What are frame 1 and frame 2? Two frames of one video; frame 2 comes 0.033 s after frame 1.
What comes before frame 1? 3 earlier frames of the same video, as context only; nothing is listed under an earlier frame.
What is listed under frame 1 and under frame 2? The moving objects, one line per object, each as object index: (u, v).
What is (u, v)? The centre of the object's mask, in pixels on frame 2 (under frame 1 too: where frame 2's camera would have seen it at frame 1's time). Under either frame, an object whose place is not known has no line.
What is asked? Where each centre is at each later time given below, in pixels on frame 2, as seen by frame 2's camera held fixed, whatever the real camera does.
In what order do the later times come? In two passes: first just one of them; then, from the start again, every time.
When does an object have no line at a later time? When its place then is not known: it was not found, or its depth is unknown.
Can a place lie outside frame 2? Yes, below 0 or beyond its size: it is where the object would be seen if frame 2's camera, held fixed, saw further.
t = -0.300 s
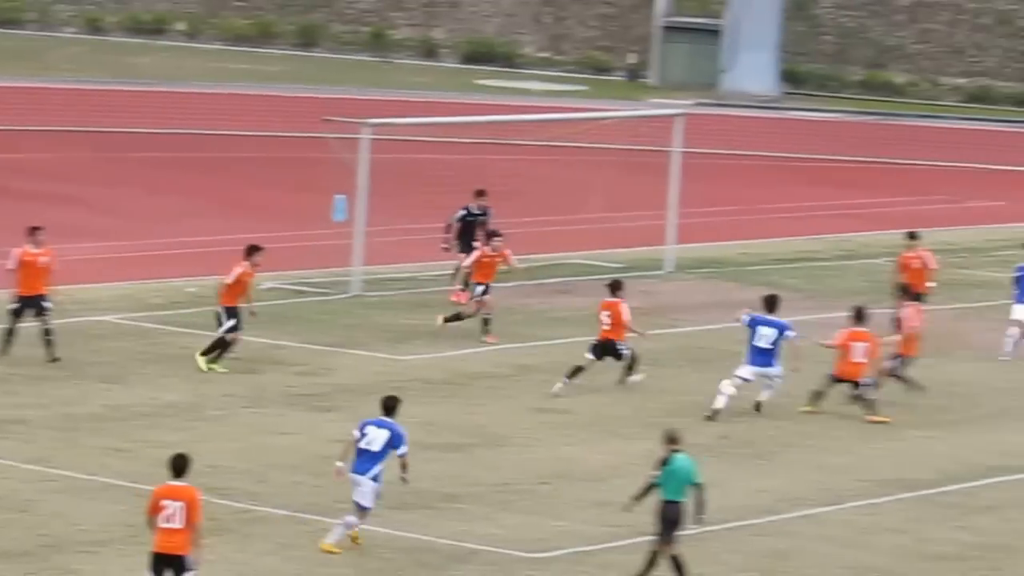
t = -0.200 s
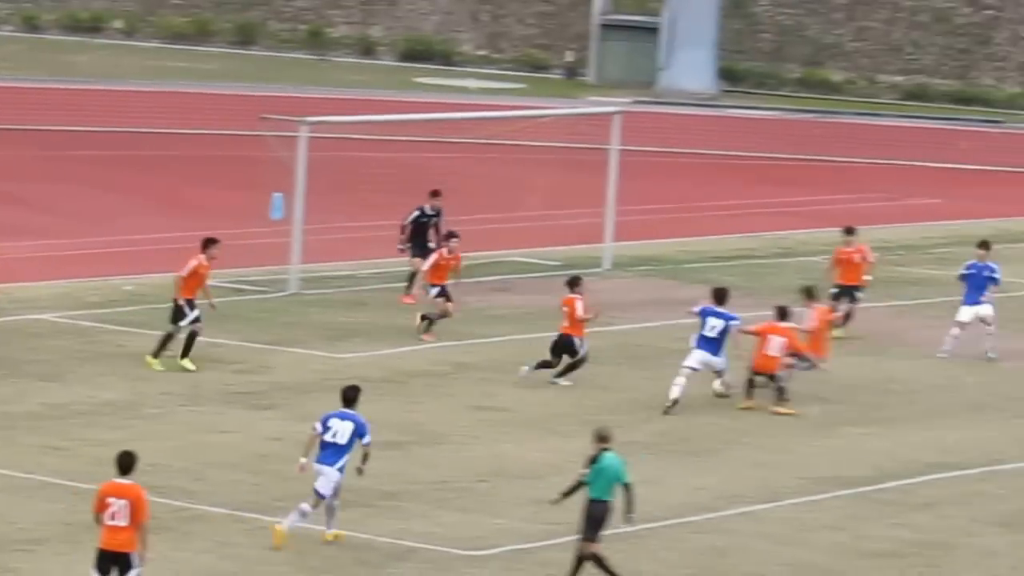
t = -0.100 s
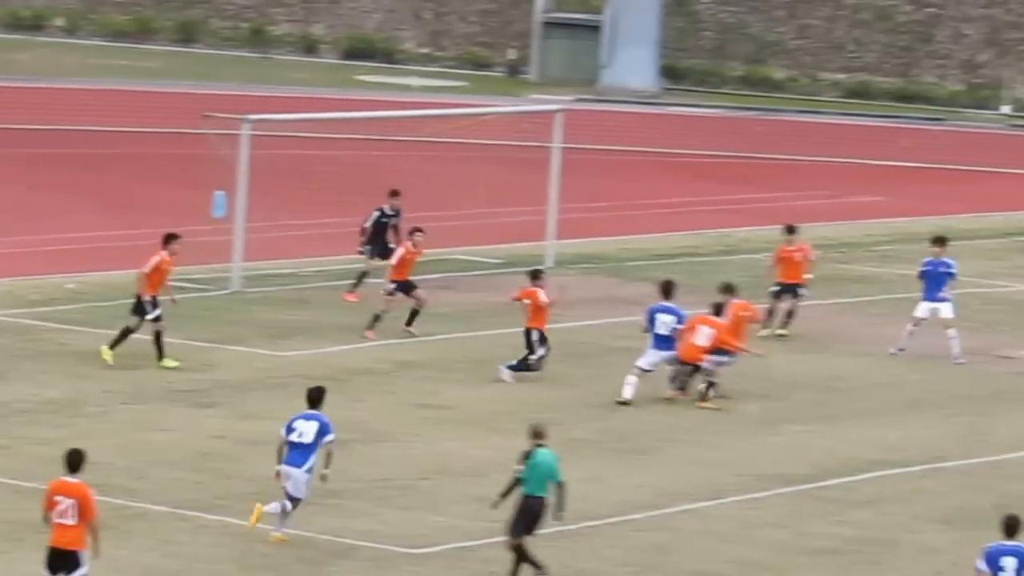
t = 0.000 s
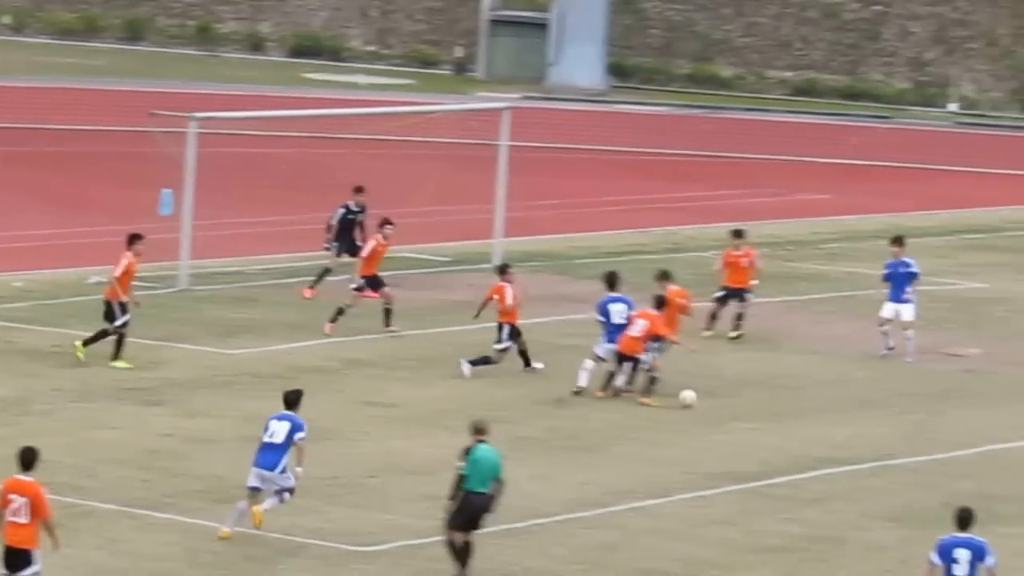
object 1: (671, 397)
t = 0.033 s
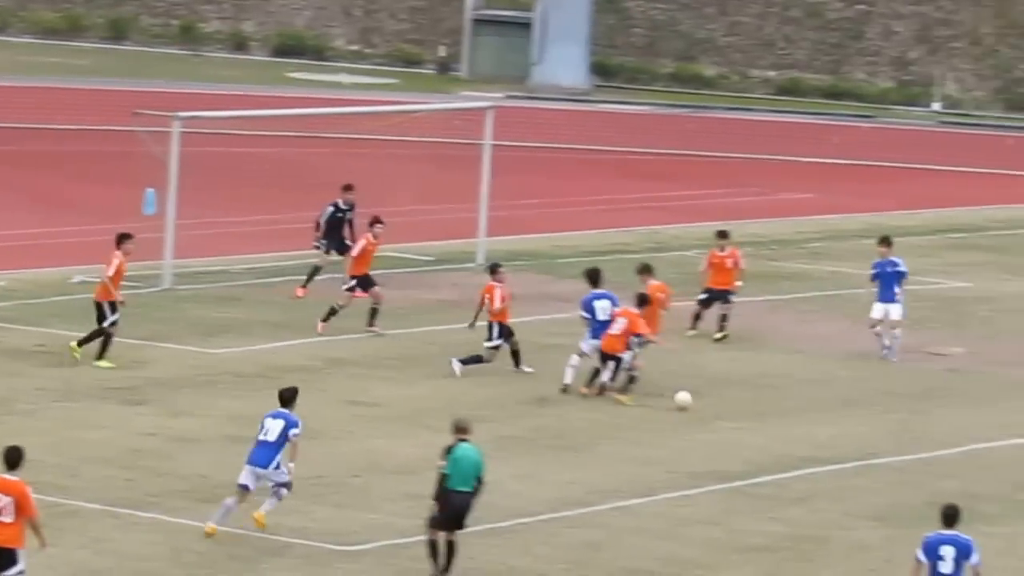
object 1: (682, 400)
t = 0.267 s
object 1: (769, 418)
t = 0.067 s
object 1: (695, 404)
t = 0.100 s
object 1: (707, 409)
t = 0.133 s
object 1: (720, 411)
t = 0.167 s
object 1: (732, 412)
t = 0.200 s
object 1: (744, 413)
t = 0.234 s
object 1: (757, 415)
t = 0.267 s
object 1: (769, 418)
